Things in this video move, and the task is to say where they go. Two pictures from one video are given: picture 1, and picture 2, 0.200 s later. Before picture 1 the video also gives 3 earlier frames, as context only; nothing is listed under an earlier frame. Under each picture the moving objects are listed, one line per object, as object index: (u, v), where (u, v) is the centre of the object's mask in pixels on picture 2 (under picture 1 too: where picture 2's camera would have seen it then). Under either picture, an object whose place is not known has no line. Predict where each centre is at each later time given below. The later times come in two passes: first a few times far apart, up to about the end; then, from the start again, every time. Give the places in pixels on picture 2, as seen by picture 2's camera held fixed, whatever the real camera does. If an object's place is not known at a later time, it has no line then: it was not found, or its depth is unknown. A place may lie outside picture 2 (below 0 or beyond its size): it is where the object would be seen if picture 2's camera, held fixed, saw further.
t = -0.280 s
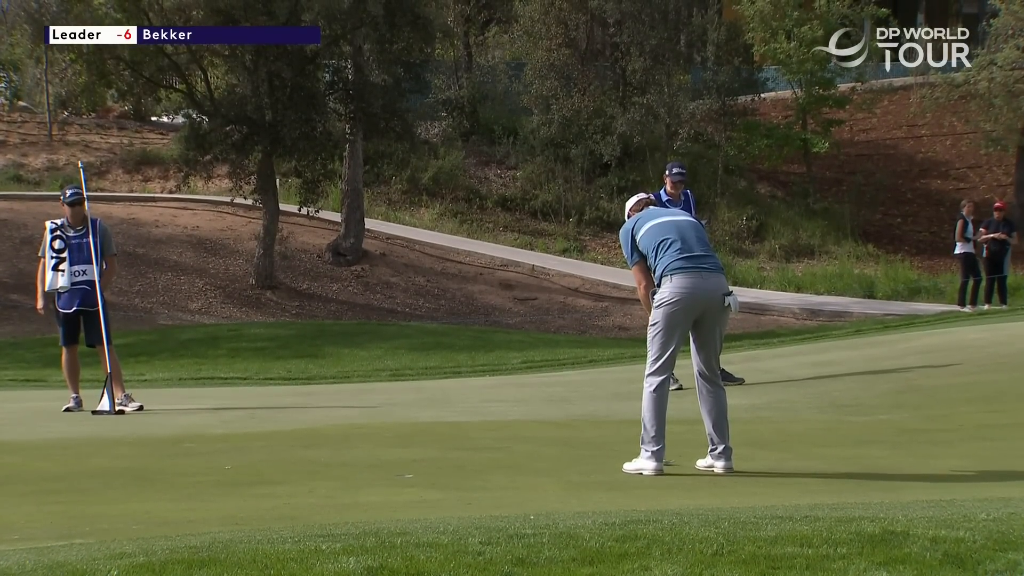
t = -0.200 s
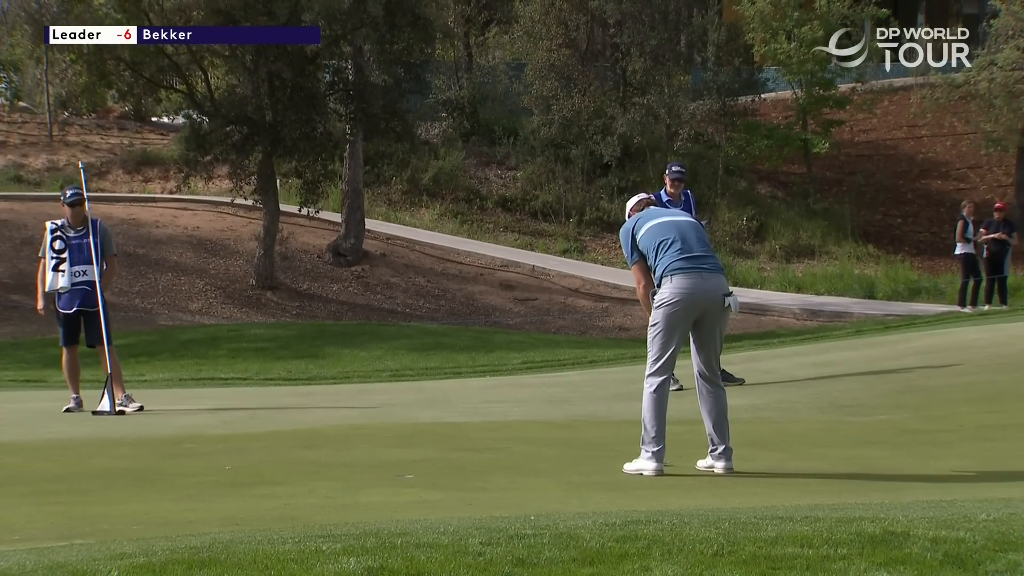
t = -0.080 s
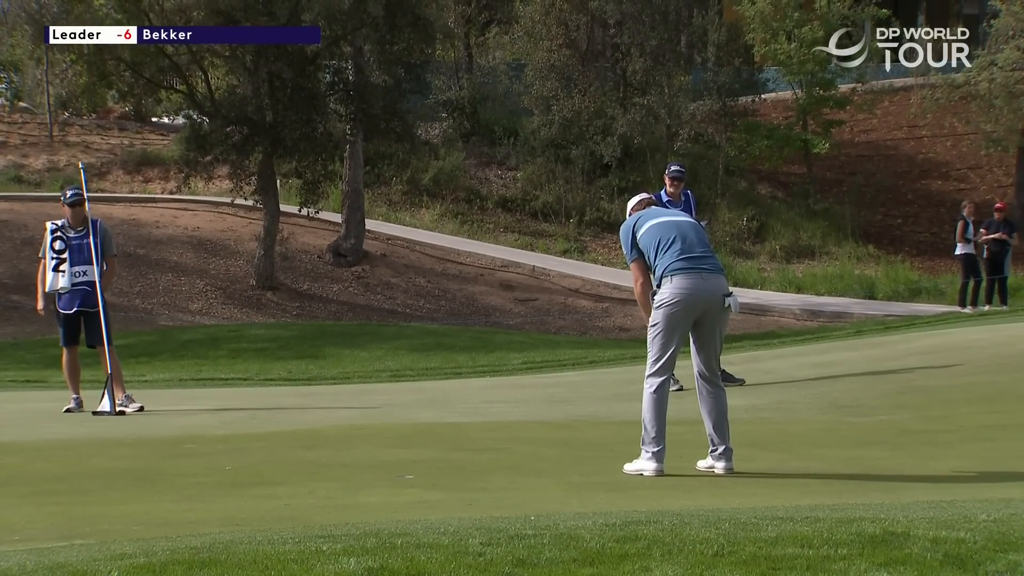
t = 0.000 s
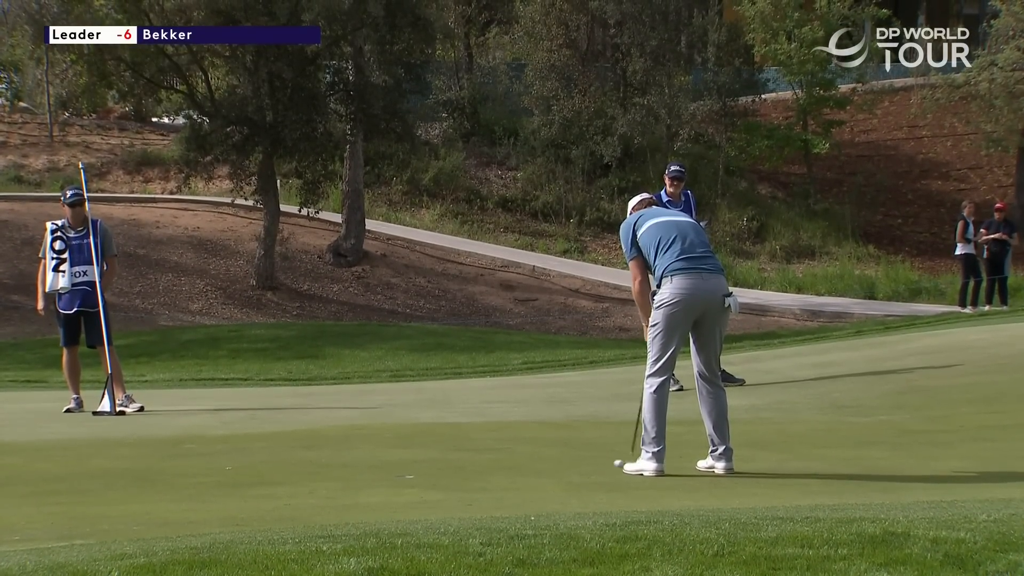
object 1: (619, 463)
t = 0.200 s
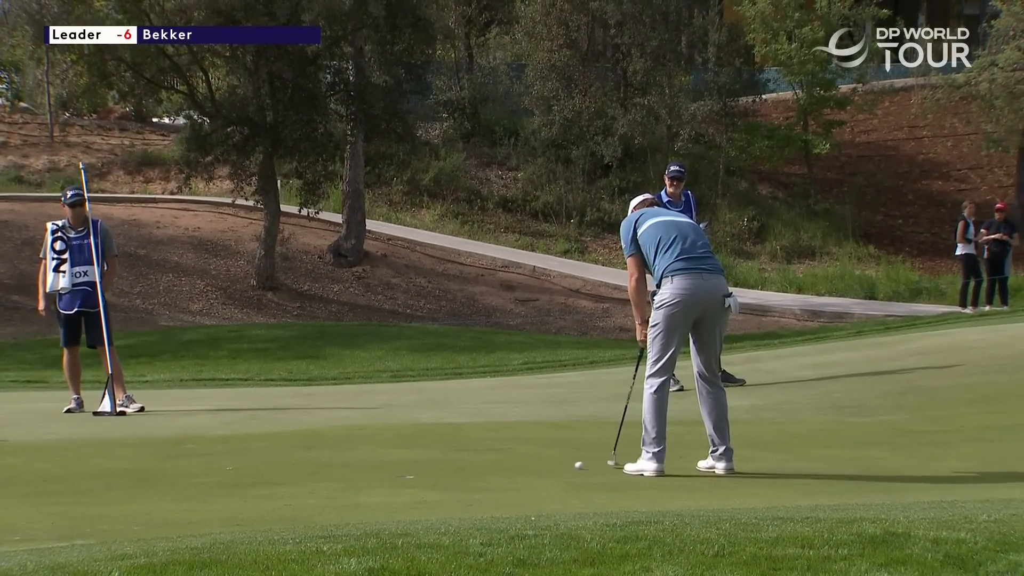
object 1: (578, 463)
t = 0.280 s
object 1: (563, 464)
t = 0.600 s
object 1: (508, 467)
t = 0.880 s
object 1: (464, 469)
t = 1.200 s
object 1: (420, 472)
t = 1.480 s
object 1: (385, 474)
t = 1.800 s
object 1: (351, 476)
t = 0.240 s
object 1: (571, 464)
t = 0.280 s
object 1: (563, 464)
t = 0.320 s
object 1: (556, 464)
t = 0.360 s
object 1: (549, 465)
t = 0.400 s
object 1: (542, 465)
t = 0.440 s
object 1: (535, 466)
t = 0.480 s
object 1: (528, 466)
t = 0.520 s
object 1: (522, 466)
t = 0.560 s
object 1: (515, 467)
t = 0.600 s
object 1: (508, 467)
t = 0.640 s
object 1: (501, 467)
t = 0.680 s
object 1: (495, 468)
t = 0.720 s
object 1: (489, 468)
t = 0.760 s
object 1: (482, 469)
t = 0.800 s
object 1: (476, 469)
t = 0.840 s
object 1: (470, 469)
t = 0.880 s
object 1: (464, 469)
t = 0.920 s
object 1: (459, 470)
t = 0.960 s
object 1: (452, 470)
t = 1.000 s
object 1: (447, 471)
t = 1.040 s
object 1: (441, 471)
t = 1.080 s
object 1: (435, 471)
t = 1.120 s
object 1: (430, 471)
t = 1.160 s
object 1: (425, 472)
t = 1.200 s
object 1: (420, 472)
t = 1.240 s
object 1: (414, 473)
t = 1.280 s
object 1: (409, 473)
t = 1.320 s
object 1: (404, 473)
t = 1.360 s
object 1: (399, 473)
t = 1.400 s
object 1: (394, 474)
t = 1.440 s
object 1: (389, 474)
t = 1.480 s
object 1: (385, 474)
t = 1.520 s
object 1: (380, 474)
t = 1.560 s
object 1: (376, 474)
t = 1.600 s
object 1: (372, 475)
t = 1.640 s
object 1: (367, 475)
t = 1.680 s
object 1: (363, 475)
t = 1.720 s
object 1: (359, 476)
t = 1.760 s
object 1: (355, 476)
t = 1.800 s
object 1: (351, 476)
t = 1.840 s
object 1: (347, 476)
